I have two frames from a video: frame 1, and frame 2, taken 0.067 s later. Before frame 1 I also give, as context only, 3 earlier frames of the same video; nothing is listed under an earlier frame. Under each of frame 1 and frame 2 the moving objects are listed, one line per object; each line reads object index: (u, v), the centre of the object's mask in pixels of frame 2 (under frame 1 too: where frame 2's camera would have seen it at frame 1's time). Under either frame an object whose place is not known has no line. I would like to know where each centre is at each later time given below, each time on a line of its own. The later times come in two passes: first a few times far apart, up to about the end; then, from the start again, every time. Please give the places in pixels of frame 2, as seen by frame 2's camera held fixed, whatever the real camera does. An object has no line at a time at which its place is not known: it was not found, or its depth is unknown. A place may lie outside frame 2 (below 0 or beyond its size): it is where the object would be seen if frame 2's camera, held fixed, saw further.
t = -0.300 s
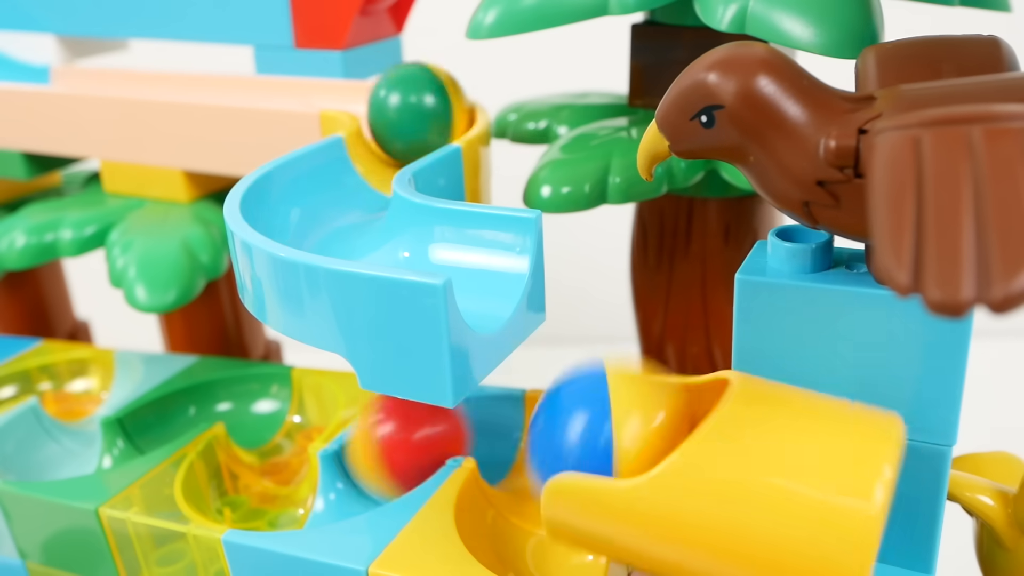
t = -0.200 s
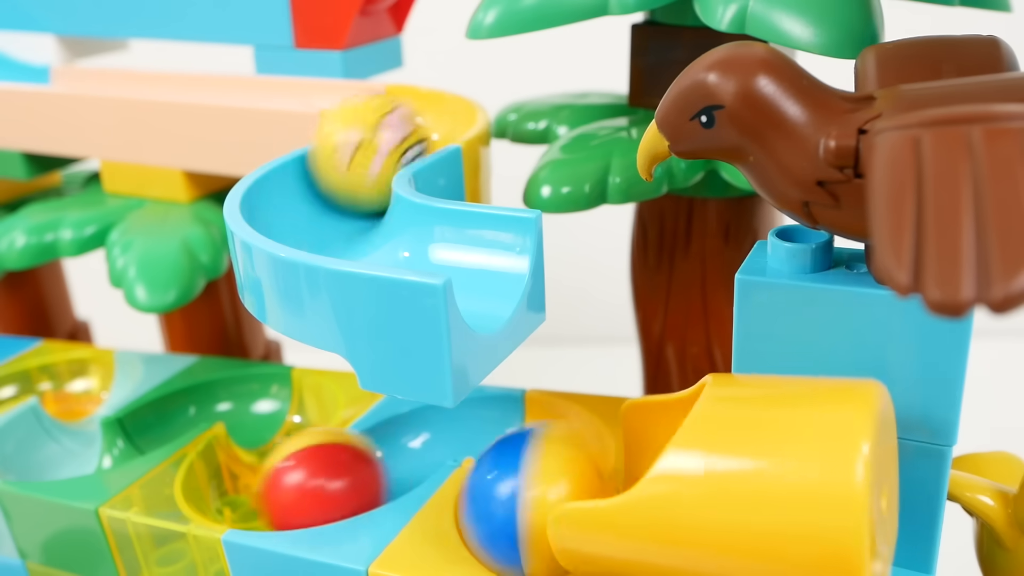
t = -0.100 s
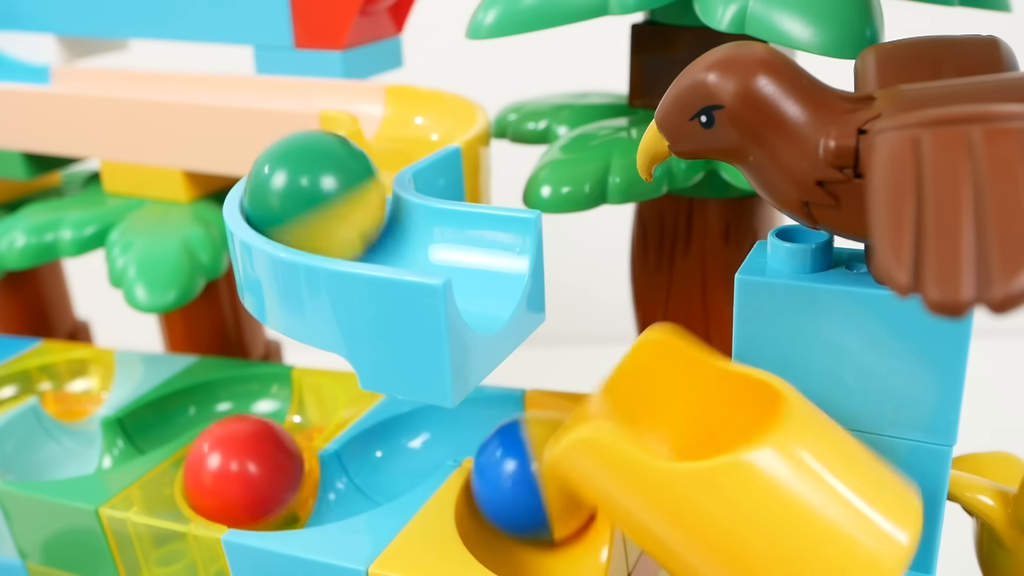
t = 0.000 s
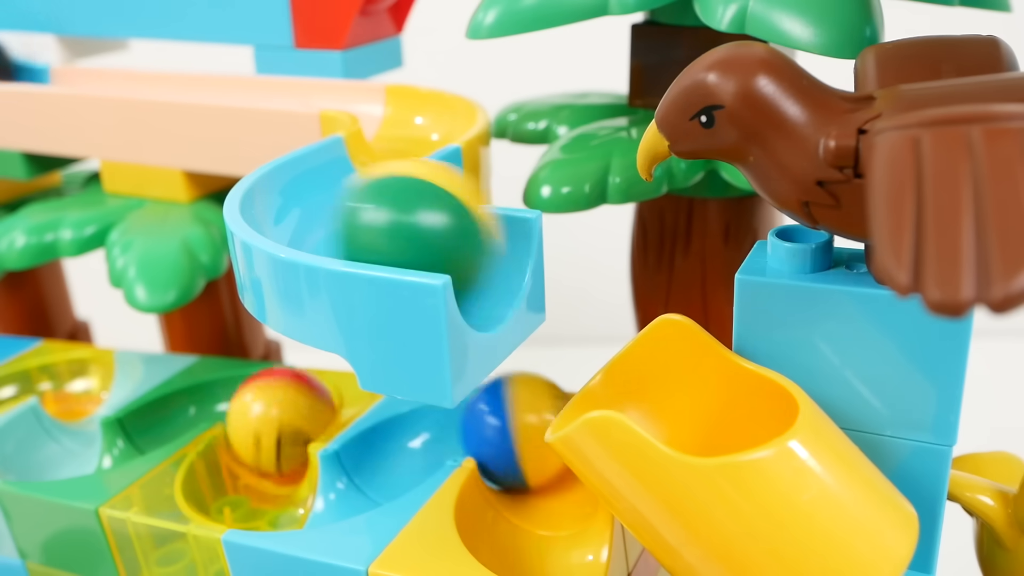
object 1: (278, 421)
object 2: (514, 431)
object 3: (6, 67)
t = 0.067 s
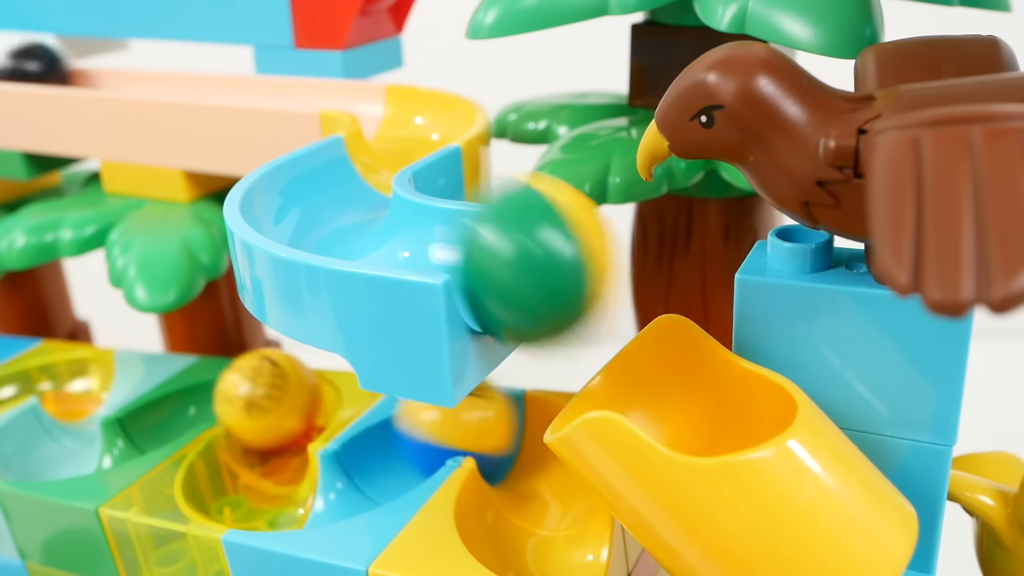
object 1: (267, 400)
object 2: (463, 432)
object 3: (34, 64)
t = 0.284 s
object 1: (84, 439)
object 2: (263, 481)
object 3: (183, 72)
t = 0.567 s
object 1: (71, 374)
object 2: (210, 394)
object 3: (417, 111)
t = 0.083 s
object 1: (257, 395)
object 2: (434, 433)
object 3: (38, 61)
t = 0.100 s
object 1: (247, 393)
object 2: (413, 441)
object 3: (48, 64)
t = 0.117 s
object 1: (237, 394)
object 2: (395, 446)
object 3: (60, 65)
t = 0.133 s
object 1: (223, 394)
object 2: (384, 450)
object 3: (74, 66)
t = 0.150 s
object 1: (204, 396)
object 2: (377, 458)
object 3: (83, 65)
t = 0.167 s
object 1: (186, 401)
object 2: (365, 463)
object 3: (94, 66)
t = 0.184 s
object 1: (168, 406)
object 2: (350, 471)
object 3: (105, 67)
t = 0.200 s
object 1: (154, 412)
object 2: (333, 477)
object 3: (119, 69)
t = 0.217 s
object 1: (143, 418)
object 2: (317, 481)
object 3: (134, 71)
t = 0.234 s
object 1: (131, 424)
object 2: (302, 484)
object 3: (142, 68)
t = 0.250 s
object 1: (116, 430)
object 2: (288, 484)
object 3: (157, 71)
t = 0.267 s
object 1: (100, 436)
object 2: (274, 484)
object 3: (172, 71)
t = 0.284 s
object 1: (84, 439)
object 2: (263, 481)
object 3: (183, 72)
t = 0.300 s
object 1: (70, 443)
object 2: (252, 479)
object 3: (195, 73)
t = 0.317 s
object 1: (57, 443)
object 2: (245, 475)
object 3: (210, 73)
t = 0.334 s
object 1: (50, 442)
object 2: (243, 470)
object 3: (227, 75)
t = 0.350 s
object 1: (45, 440)
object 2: (241, 460)
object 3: (241, 77)
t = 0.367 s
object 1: (43, 438)
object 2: (249, 450)
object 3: (256, 78)
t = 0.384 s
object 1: (43, 435)
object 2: (259, 441)
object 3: (271, 77)
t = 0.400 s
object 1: (43, 430)
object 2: (270, 430)
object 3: (287, 78)
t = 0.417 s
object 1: (47, 422)
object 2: (277, 423)
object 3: (307, 80)
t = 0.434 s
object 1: (54, 413)
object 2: (278, 417)
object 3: (323, 82)
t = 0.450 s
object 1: (65, 405)
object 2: (279, 411)
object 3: (342, 88)
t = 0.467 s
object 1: (77, 395)
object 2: (277, 406)
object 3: (357, 91)
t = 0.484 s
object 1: (82, 389)
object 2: (272, 403)
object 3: (366, 83)
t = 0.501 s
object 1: (83, 385)
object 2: (264, 398)
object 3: (384, 92)
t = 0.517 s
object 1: (84, 380)
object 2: (254, 395)
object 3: (396, 100)
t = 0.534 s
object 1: (83, 377)
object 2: (242, 392)
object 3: (405, 106)
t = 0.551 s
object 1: (78, 376)
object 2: (229, 393)
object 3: (412, 109)
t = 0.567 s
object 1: (71, 374)
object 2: (210, 394)
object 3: (417, 111)
